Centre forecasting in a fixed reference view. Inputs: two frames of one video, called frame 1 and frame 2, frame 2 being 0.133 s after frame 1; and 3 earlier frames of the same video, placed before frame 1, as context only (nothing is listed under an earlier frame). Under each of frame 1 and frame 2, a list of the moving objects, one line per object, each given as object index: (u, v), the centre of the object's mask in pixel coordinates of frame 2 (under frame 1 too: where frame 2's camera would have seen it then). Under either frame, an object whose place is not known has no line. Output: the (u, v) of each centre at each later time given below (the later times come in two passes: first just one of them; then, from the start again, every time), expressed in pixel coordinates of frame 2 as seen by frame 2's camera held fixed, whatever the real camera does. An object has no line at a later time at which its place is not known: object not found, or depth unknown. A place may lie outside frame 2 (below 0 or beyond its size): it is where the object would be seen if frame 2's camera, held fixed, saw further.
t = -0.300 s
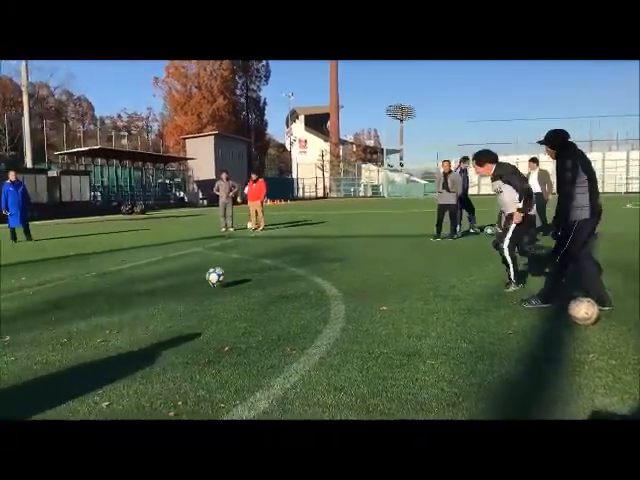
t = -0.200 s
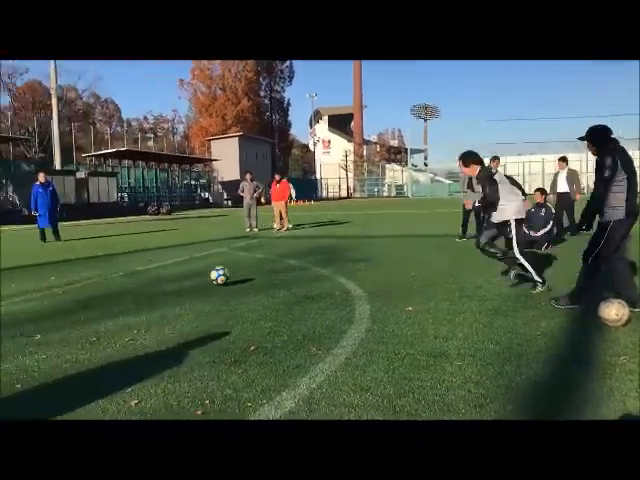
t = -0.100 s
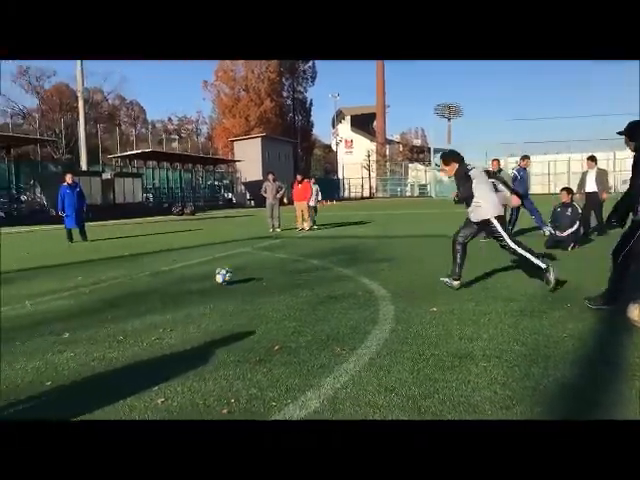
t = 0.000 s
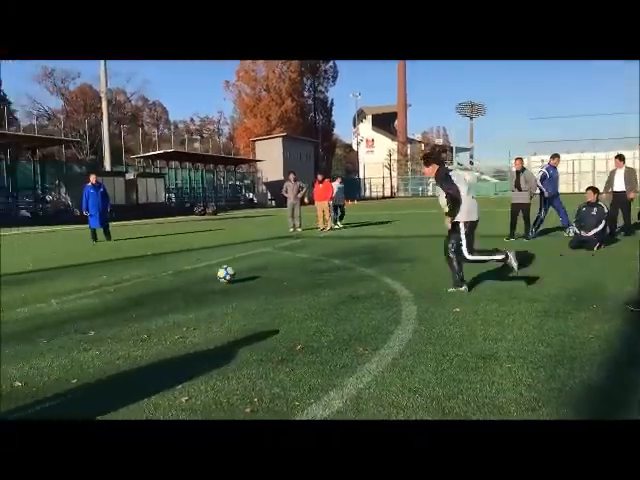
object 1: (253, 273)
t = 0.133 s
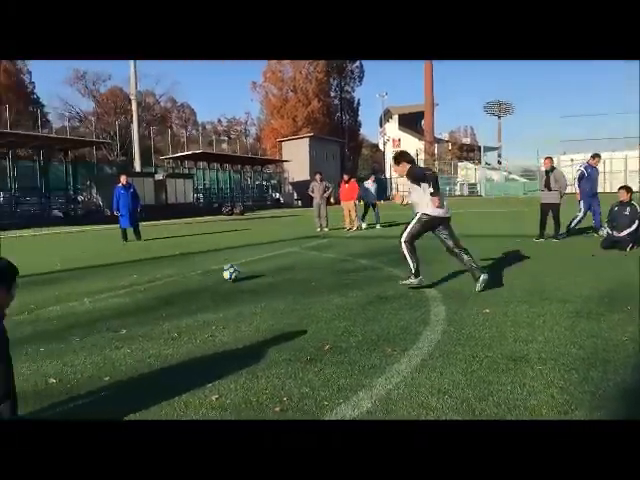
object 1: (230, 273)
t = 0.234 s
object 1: (213, 272)
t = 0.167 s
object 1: (224, 273)
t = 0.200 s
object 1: (219, 272)
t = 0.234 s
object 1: (213, 272)
